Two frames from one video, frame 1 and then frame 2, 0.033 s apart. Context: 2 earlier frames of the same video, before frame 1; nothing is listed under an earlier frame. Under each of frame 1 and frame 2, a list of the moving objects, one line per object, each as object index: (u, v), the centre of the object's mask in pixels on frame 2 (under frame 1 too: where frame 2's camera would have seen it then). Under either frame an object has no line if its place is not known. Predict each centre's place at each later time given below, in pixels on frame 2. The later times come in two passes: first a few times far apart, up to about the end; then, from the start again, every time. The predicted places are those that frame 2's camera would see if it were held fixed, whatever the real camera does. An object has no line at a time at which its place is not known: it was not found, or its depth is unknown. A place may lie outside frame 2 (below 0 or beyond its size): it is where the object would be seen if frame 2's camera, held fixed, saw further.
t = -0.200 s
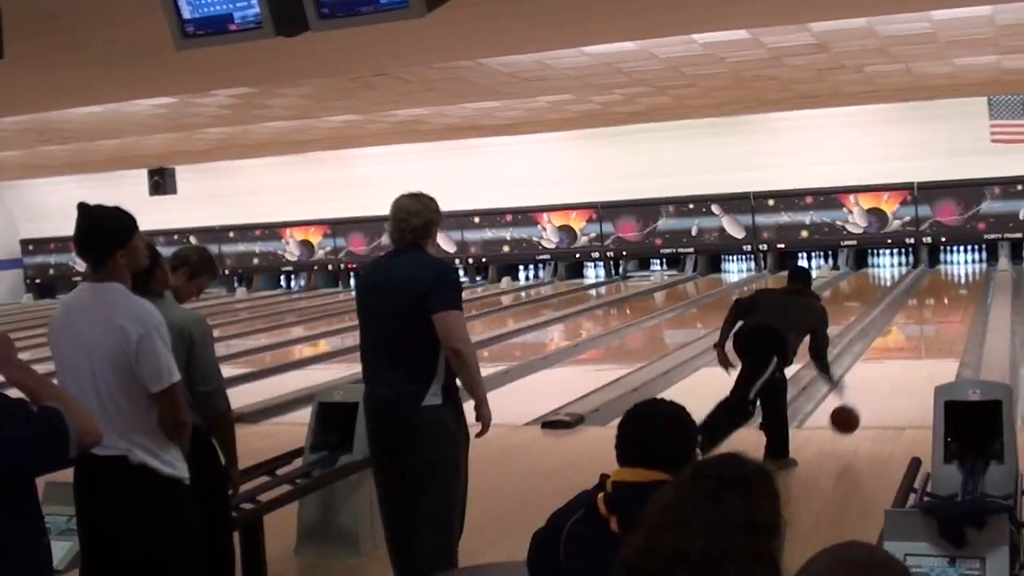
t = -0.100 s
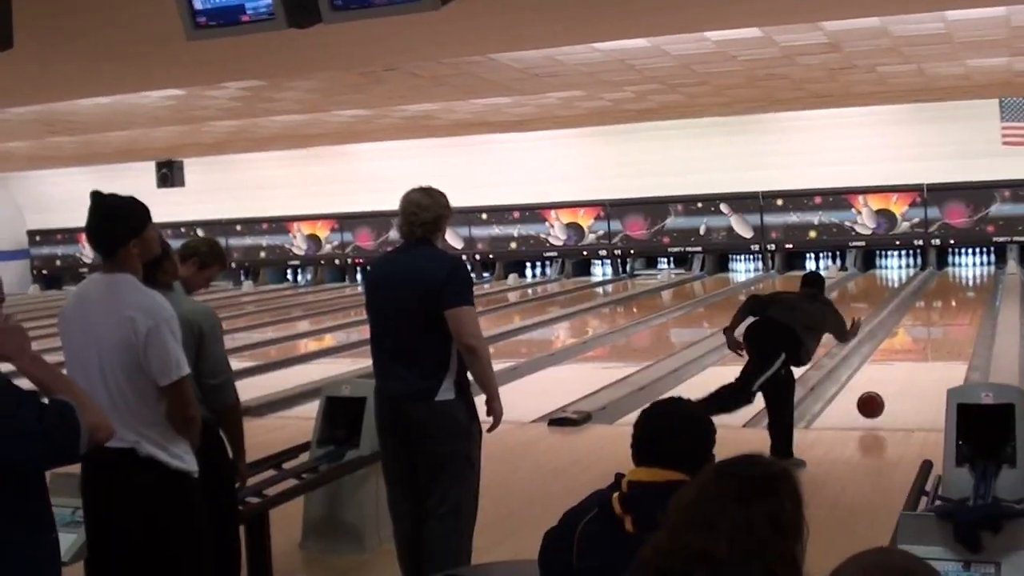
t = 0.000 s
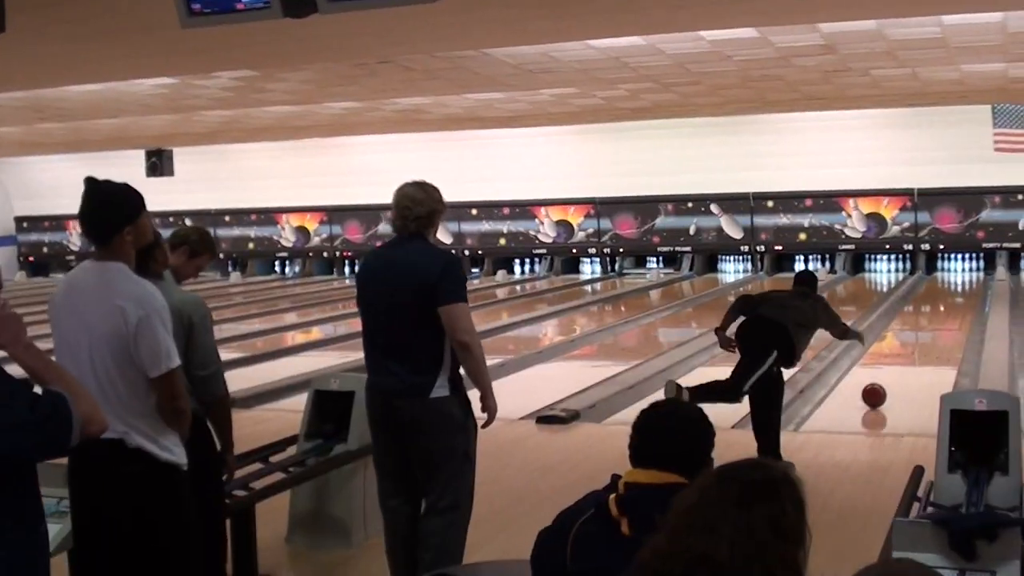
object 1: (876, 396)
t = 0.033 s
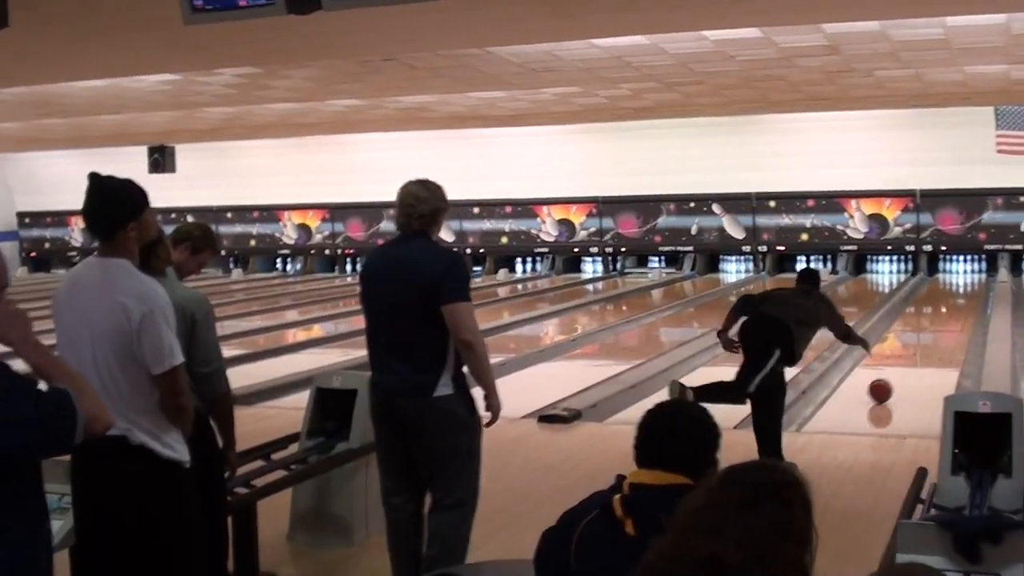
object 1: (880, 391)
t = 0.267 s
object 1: (902, 357)
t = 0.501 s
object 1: (918, 333)
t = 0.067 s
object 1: (884, 385)
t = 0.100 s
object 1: (887, 380)
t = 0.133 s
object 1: (891, 375)
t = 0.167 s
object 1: (894, 370)
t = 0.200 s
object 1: (898, 365)
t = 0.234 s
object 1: (900, 361)
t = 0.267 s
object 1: (902, 357)
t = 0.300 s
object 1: (905, 353)
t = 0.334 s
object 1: (907, 350)
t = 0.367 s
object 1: (909, 346)
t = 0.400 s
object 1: (912, 343)
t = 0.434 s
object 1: (914, 339)
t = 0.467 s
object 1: (916, 337)
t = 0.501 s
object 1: (918, 333)
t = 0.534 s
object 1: (919, 330)
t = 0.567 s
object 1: (921, 327)
